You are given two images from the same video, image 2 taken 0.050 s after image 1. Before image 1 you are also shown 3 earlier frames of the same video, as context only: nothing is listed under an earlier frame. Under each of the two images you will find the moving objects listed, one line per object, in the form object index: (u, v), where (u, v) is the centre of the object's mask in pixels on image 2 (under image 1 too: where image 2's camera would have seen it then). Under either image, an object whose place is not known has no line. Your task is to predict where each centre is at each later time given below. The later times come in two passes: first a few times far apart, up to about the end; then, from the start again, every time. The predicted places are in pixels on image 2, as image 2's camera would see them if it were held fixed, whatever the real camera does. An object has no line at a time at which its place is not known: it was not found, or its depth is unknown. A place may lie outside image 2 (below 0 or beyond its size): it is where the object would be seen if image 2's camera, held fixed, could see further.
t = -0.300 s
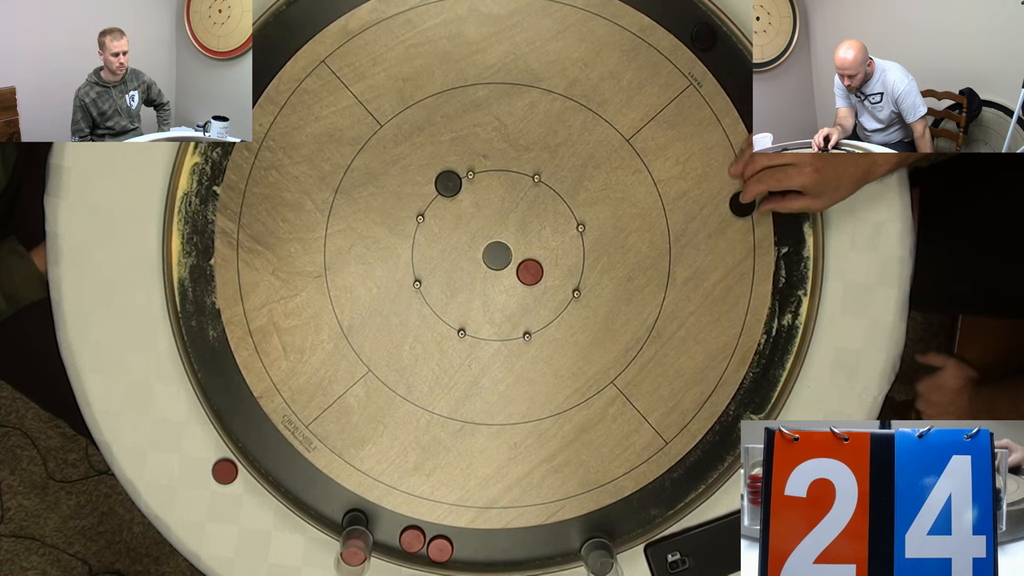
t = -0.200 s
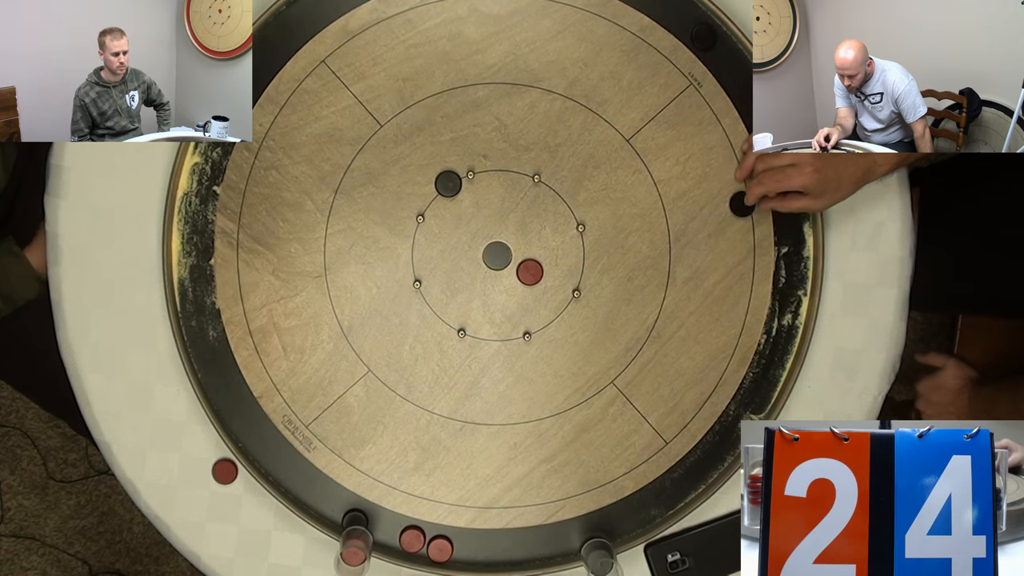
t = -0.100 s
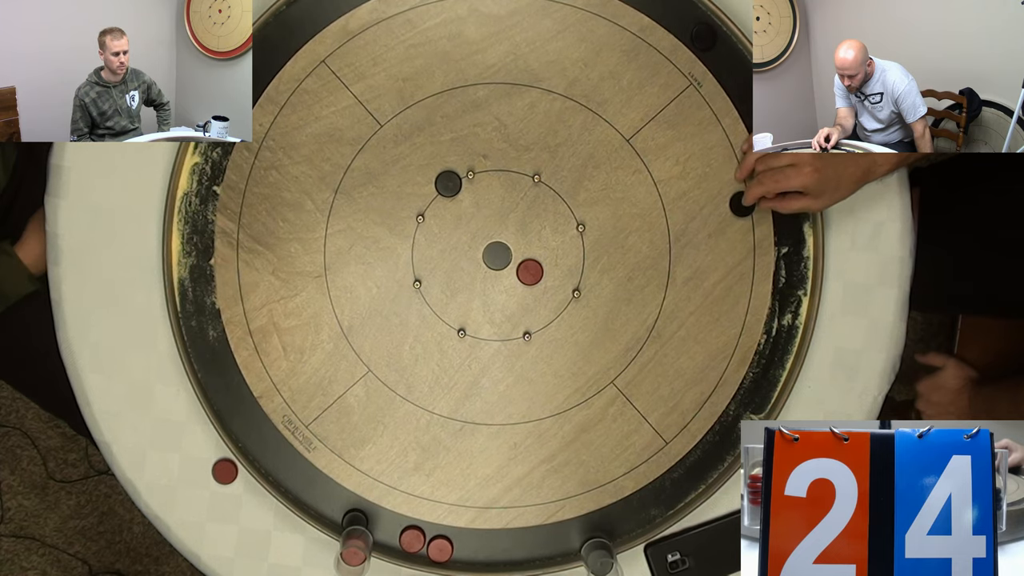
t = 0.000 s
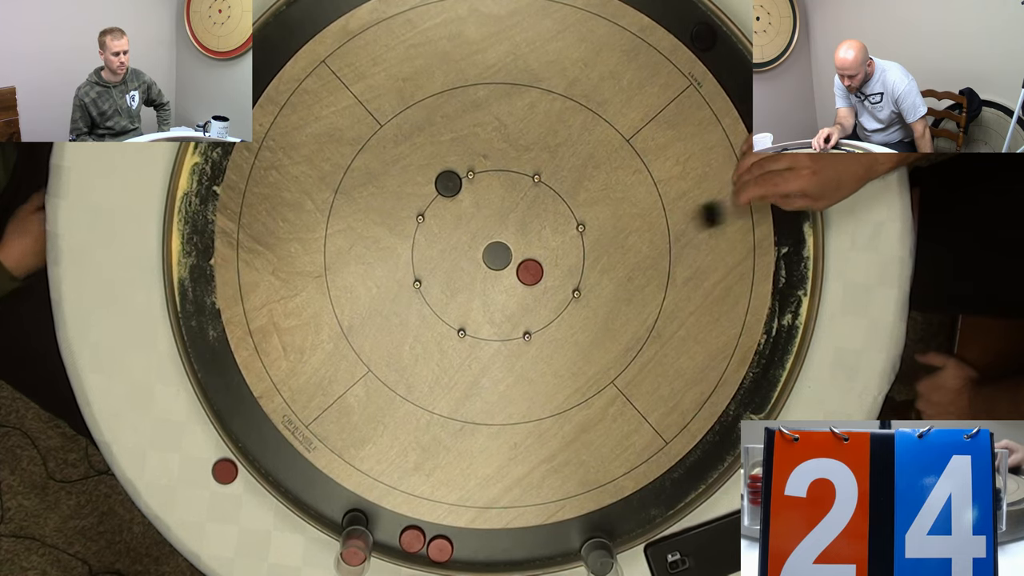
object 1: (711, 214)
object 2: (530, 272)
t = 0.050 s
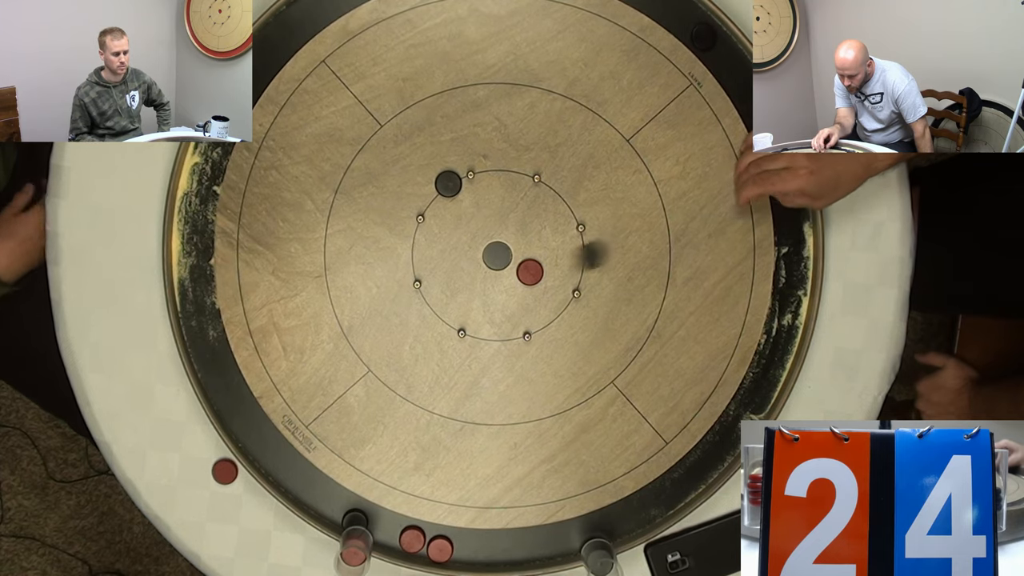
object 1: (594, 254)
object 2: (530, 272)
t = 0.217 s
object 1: (513, 317)
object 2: (455, 442)
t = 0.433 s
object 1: (465, 371)
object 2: (516, 542)
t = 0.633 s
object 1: (437, 403)
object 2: (538, 542)
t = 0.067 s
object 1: (555, 269)
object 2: (528, 272)
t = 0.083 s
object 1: (550, 274)
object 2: (493, 280)
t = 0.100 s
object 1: (545, 280)
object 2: (460, 287)
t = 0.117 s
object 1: (541, 285)
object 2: (431, 296)
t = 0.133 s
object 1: (536, 290)
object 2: (435, 322)
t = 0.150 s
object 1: (531, 296)
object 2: (439, 346)
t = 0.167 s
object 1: (526, 301)
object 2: (443, 371)
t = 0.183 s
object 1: (522, 307)
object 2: (448, 395)
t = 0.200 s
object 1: (517, 312)
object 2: (452, 420)
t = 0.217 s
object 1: (513, 317)
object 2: (455, 442)
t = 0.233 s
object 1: (508, 322)
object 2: (459, 465)
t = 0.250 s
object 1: (504, 327)
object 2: (463, 488)
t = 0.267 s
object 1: (500, 331)
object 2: (467, 509)
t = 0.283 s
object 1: (495, 336)
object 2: (471, 531)
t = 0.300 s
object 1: (491, 341)
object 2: (474, 551)
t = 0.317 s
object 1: (488, 345)
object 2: (482, 546)
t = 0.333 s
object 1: (484, 349)
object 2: (489, 544)
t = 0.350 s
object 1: (480, 353)
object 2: (493, 551)
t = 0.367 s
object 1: (477, 357)
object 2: (498, 551)
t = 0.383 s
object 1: (474, 360)
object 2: (503, 546)
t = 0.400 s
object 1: (471, 364)
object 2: (508, 542)
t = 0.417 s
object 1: (468, 368)
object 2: (513, 540)
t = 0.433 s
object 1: (465, 371)
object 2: (516, 542)
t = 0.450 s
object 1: (462, 374)
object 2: (519, 545)
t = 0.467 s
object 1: (460, 377)
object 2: (523, 547)
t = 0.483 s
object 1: (457, 380)
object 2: (525, 549)
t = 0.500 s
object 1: (455, 382)
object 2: (528, 551)
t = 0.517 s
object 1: (452, 386)
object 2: (530, 551)
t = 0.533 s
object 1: (450, 388)
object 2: (531, 549)
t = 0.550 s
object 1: (448, 391)
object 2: (533, 548)
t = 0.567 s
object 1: (446, 393)
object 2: (534, 546)
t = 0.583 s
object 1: (443, 396)
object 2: (536, 545)
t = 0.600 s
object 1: (441, 398)
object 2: (537, 544)
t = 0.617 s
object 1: (439, 401)
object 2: (538, 543)
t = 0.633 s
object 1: (437, 403)
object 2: (538, 542)
